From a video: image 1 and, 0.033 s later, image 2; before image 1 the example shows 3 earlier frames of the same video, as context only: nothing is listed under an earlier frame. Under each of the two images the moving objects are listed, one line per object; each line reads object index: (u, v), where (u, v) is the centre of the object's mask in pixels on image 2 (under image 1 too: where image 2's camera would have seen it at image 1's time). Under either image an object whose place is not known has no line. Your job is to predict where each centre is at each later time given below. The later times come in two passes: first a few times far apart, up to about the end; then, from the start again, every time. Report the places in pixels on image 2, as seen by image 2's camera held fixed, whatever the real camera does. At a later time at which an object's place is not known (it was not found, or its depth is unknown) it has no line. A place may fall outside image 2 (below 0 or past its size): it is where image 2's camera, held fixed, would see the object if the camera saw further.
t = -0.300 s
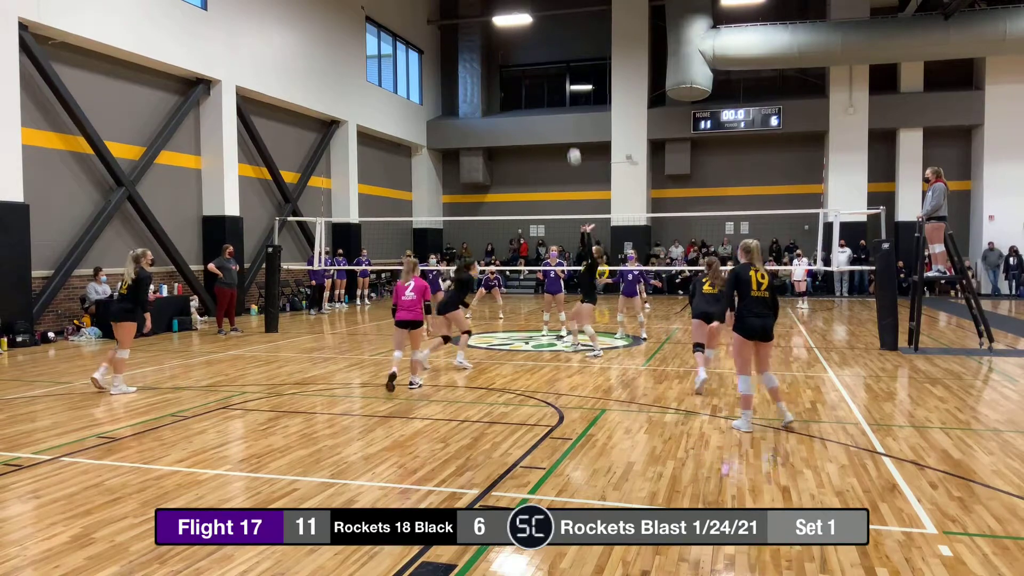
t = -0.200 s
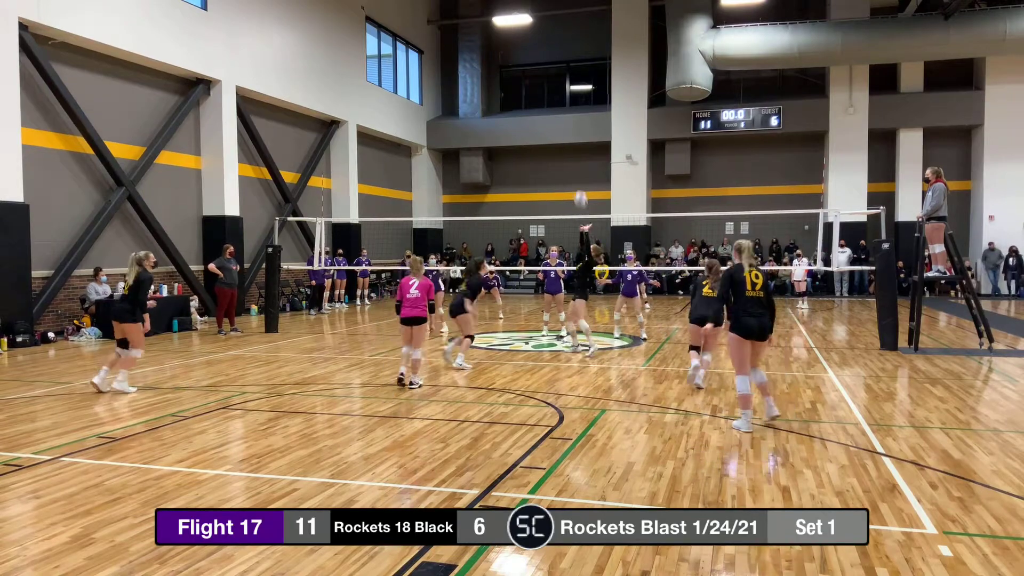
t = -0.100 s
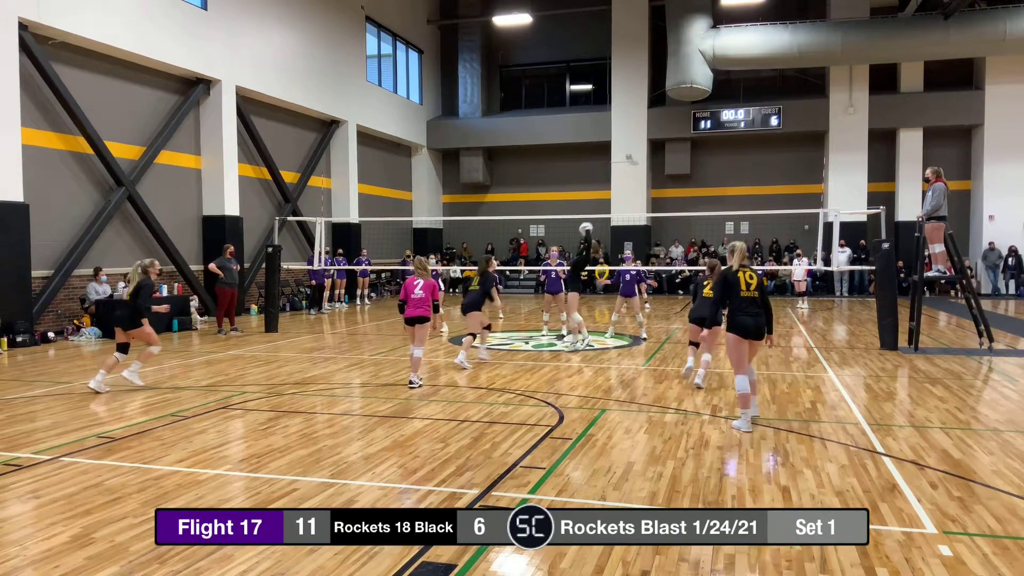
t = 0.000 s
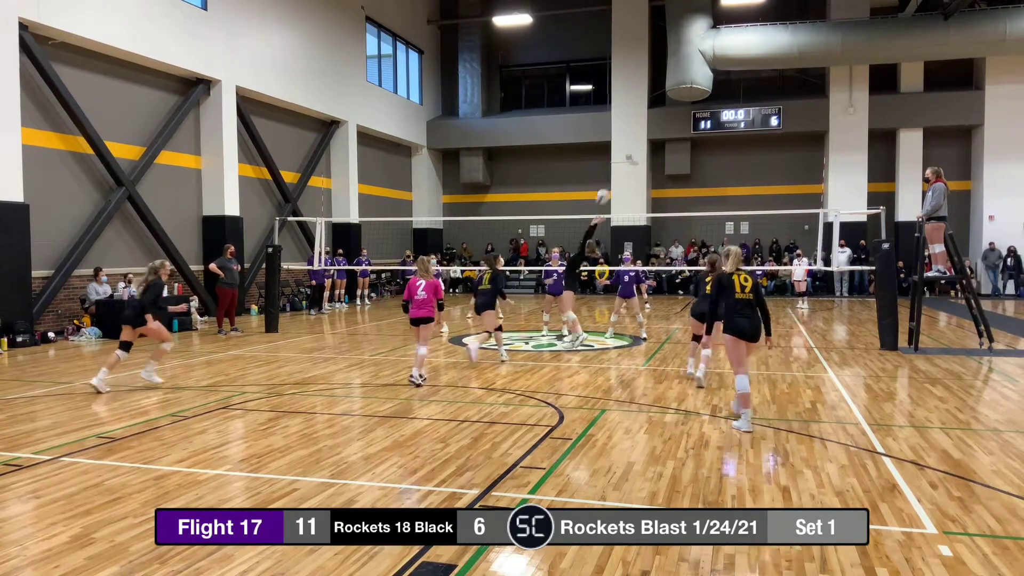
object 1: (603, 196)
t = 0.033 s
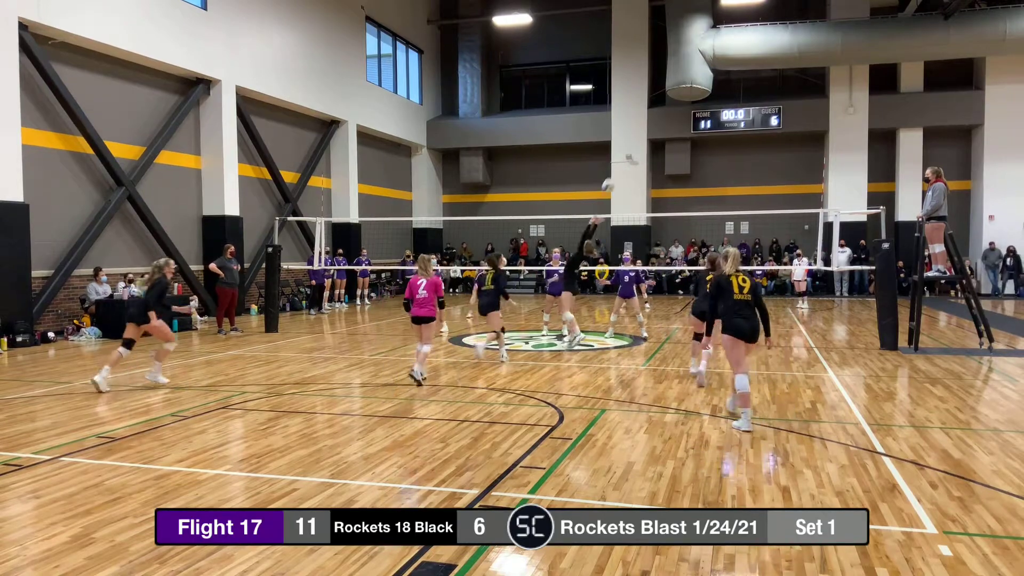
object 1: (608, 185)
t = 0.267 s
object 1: (652, 131)
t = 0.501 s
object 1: (692, 111)
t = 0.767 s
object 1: (740, 132)
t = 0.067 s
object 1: (613, 176)
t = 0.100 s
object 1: (621, 167)
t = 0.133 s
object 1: (627, 159)
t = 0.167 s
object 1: (633, 150)
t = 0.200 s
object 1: (638, 143)
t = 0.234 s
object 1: (646, 136)
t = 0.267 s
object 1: (652, 131)
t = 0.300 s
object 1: (657, 127)
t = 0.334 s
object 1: (663, 122)
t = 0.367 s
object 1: (669, 118)
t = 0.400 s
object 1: (675, 116)
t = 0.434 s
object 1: (681, 114)
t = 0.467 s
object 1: (686, 112)
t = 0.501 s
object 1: (692, 111)
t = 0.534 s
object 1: (699, 112)
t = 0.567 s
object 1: (704, 112)
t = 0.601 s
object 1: (710, 113)
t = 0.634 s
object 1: (716, 116)
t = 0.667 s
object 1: (721, 119)
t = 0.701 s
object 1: (727, 124)
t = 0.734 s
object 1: (734, 127)
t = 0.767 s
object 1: (740, 132)
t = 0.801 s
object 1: (746, 138)
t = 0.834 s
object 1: (751, 144)
